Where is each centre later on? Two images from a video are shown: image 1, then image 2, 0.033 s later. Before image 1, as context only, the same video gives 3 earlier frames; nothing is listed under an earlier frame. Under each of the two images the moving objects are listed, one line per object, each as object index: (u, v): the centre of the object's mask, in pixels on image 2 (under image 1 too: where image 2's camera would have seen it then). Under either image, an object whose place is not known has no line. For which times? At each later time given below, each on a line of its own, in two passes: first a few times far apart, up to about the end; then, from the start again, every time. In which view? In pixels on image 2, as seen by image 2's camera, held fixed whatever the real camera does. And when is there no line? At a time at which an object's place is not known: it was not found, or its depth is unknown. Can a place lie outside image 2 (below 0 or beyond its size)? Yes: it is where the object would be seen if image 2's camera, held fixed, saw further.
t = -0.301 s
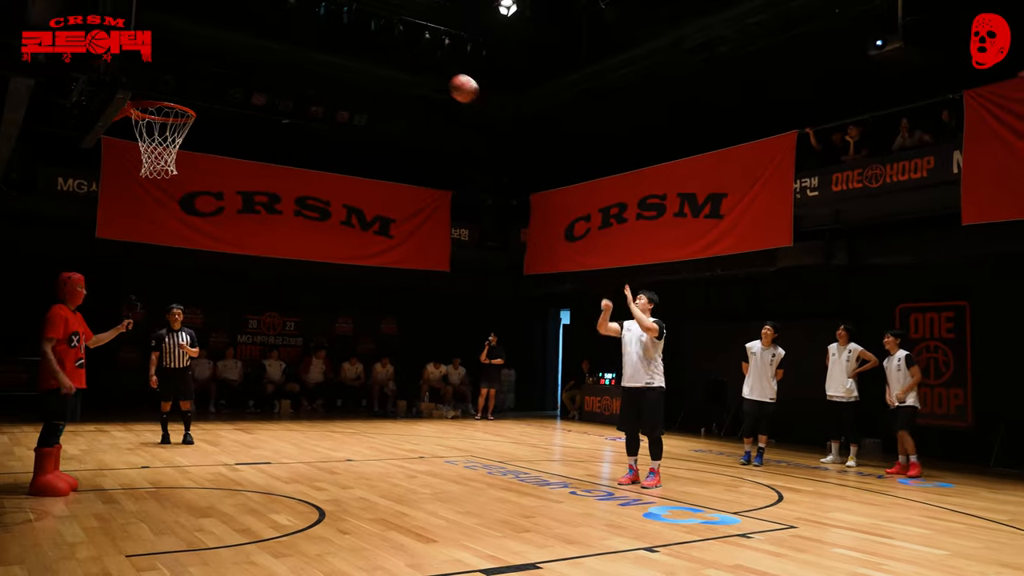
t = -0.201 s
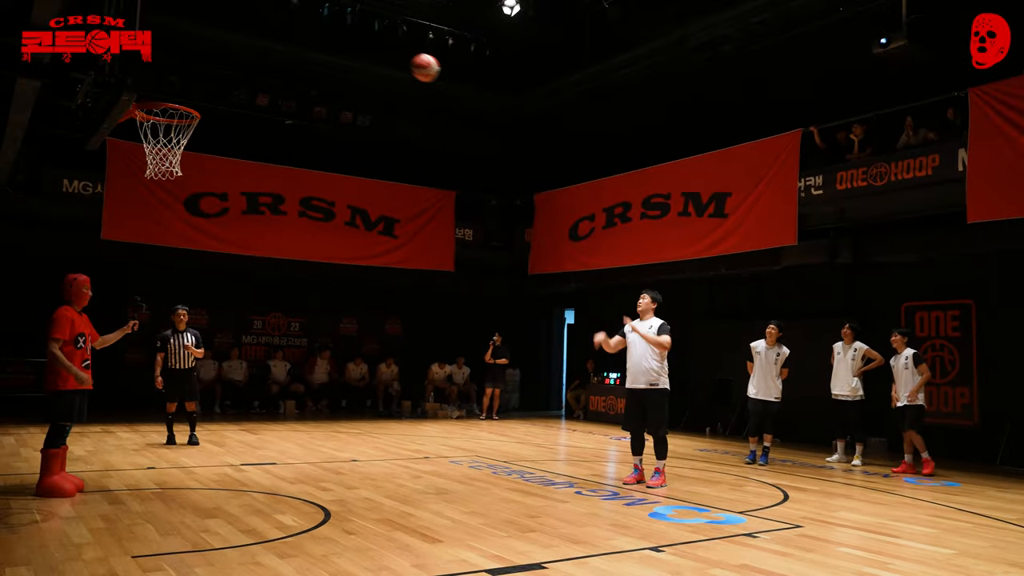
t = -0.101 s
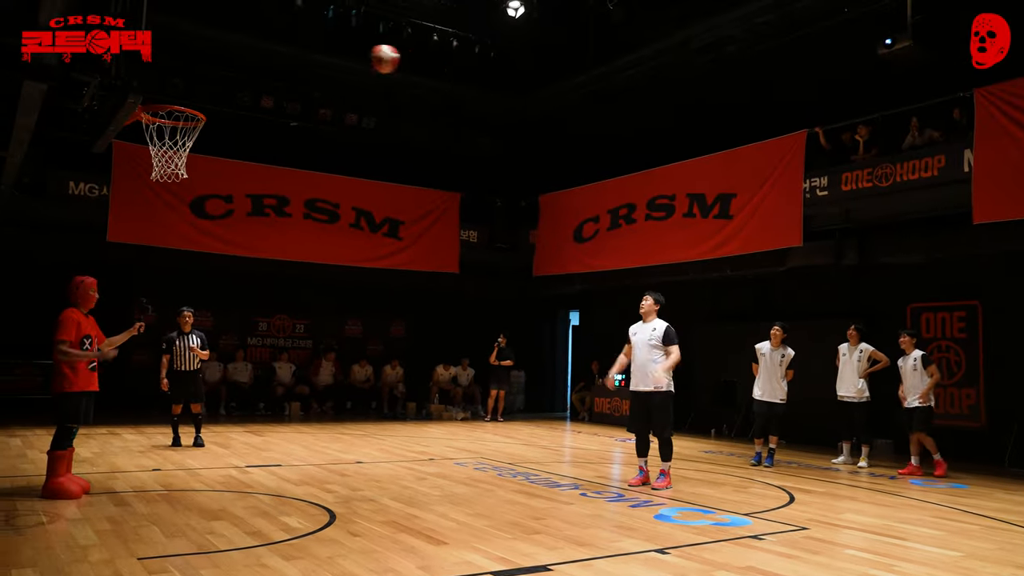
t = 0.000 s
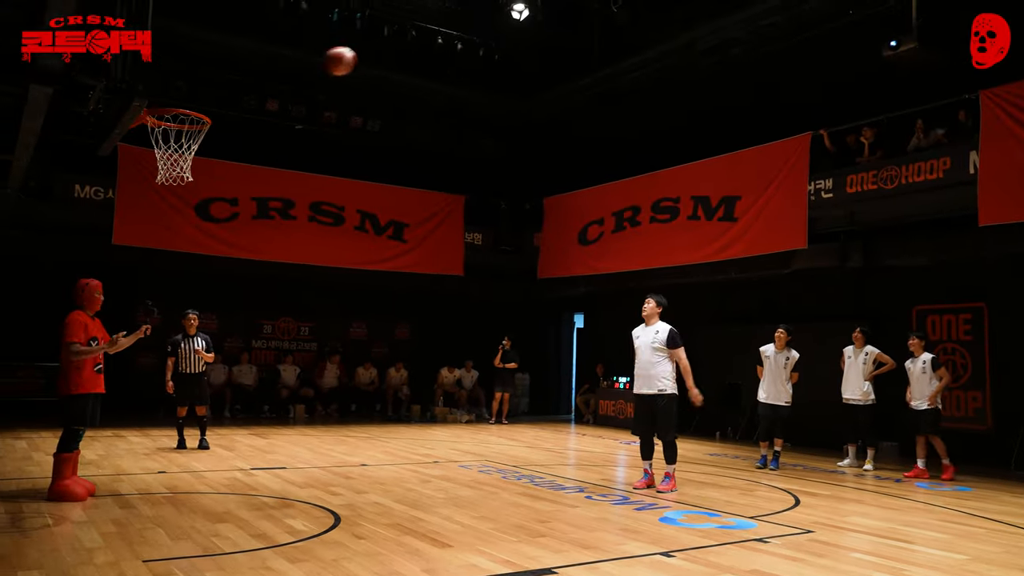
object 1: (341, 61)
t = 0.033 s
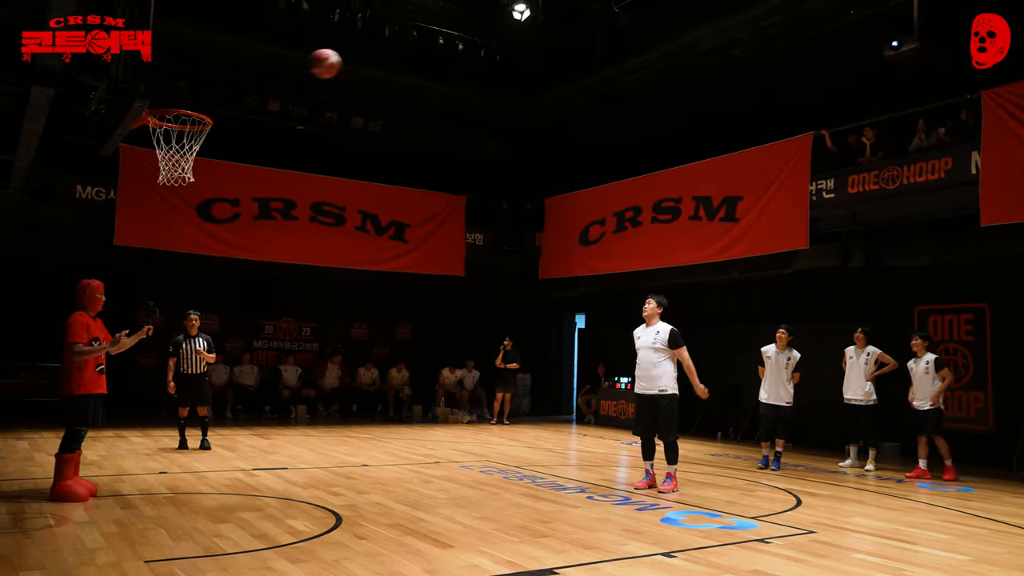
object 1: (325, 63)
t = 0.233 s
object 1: (215, 104)
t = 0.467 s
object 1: (166, 87)
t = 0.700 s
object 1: (183, 71)
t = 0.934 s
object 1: (194, 106)
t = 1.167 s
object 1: (176, 144)
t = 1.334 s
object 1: (188, 208)
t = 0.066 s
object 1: (308, 67)
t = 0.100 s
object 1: (290, 71)
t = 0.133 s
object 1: (272, 78)
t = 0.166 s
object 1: (254, 86)
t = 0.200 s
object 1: (234, 95)
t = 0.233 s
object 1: (215, 104)
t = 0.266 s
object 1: (201, 104)
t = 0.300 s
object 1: (191, 101)
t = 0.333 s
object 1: (180, 103)
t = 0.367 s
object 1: (168, 104)
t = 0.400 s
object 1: (161, 102)
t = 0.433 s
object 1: (164, 94)
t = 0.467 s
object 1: (166, 87)
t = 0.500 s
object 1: (168, 80)
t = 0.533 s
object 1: (171, 75)
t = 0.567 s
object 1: (174, 72)
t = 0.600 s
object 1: (176, 70)
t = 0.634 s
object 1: (178, 69)
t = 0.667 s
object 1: (182, 69)
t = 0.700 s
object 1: (183, 71)
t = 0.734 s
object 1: (186, 74)
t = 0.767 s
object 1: (188, 78)
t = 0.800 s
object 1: (190, 84)
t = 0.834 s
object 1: (191, 91)
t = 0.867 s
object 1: (194, 98)
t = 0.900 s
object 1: (197, 104)
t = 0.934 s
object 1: (194, 106)
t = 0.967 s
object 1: (185, 112)
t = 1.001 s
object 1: (177, 114)
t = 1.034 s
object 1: (168, 117)
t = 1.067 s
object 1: (164, 122)
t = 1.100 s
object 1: (167, 129)
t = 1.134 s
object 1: (174, 135)
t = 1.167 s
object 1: (176, 144)
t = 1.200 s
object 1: (180, 156)
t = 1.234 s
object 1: (183, 169)
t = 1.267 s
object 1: (182, 185)
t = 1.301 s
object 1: (186, 193)
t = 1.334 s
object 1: (188, 208)
